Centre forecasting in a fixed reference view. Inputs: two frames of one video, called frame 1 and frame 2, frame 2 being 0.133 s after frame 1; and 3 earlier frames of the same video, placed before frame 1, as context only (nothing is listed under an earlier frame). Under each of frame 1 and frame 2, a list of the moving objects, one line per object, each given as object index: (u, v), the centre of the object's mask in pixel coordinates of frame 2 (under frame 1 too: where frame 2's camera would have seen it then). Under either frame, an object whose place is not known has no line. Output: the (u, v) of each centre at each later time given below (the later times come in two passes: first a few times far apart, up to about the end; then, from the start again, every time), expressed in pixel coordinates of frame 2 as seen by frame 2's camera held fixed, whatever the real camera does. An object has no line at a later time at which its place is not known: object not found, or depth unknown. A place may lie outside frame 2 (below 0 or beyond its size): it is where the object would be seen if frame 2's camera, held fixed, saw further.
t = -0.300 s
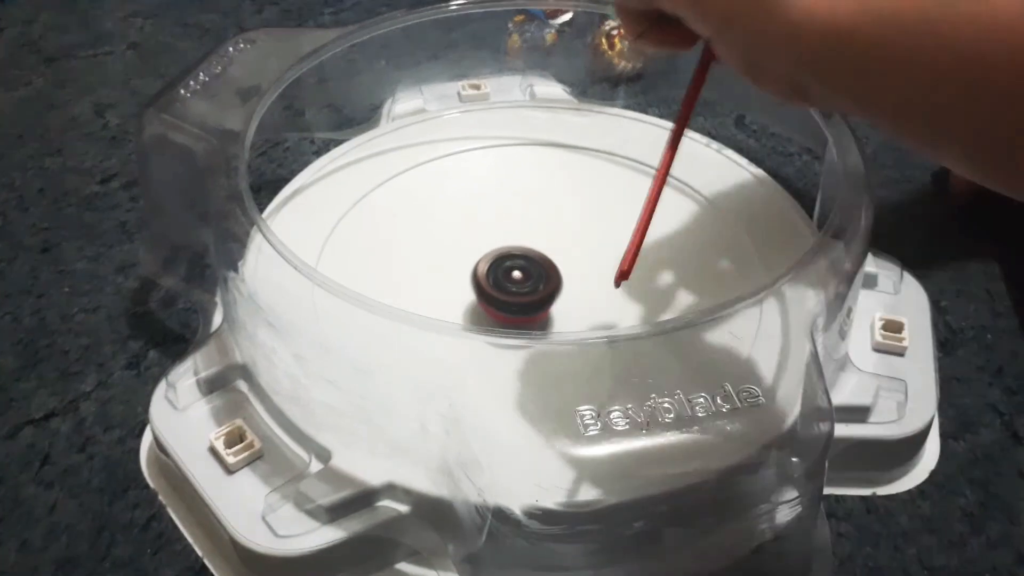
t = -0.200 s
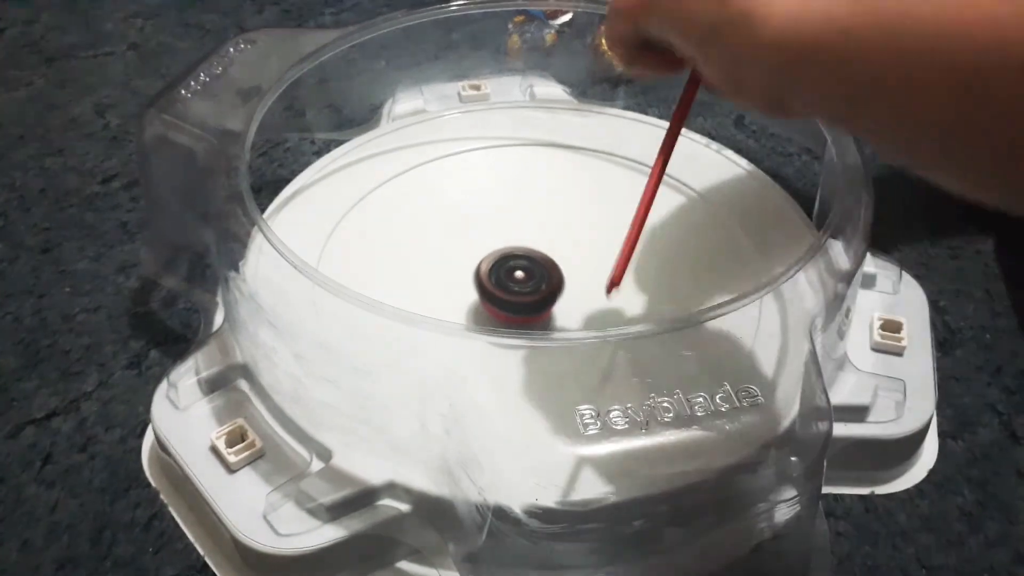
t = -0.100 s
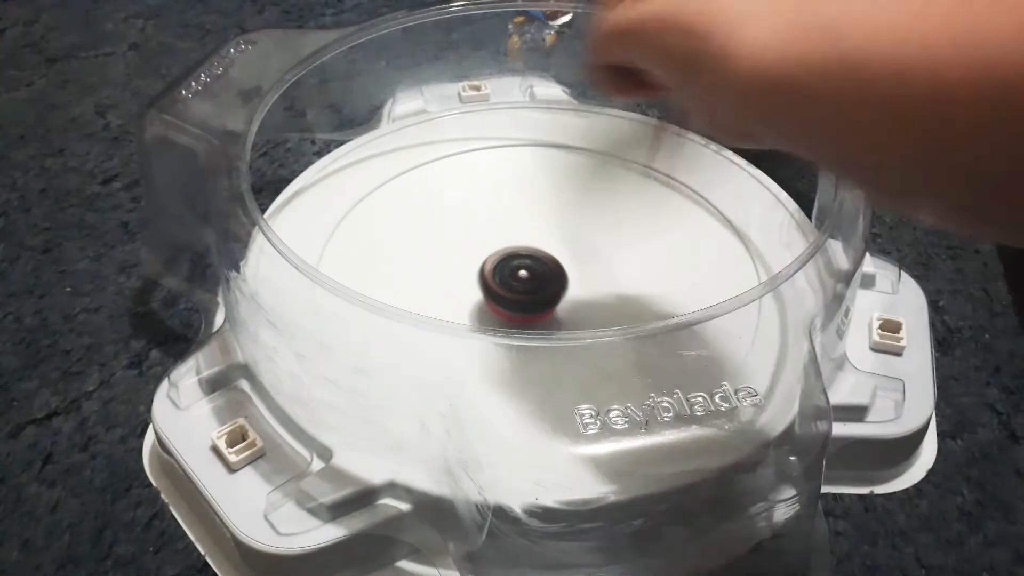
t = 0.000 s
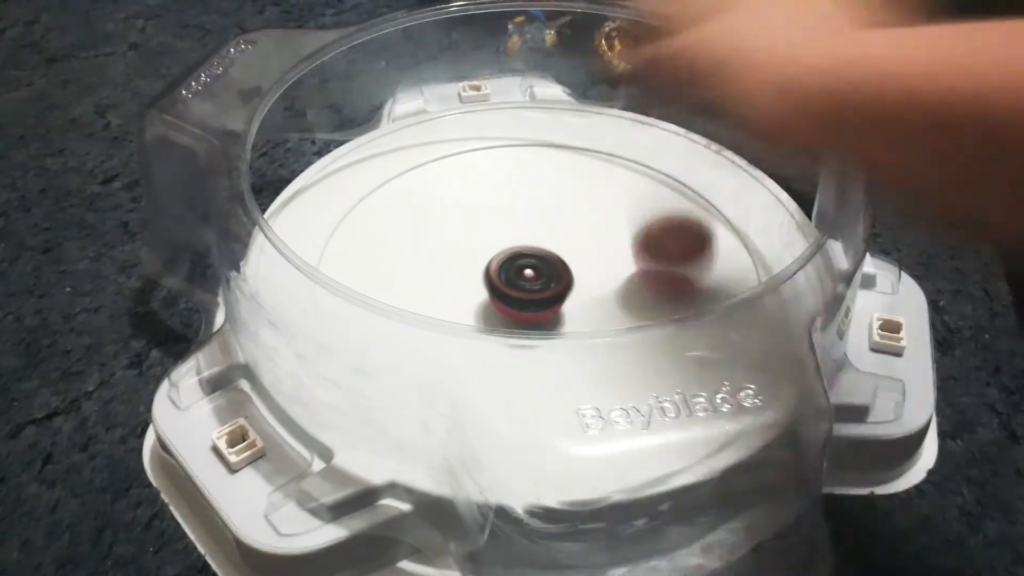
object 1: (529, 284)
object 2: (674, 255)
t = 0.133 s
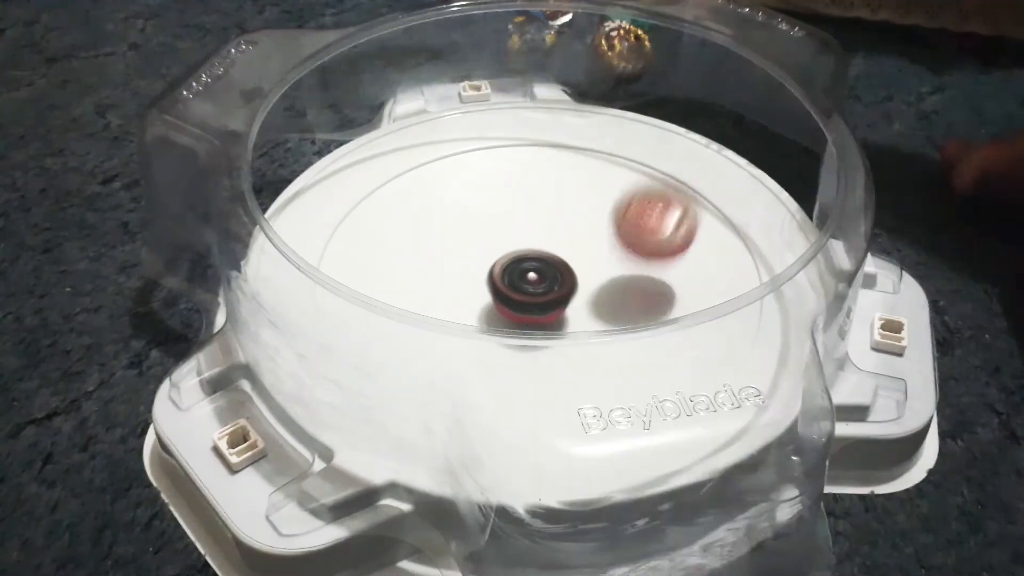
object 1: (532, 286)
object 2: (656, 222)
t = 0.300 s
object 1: (503, 282)
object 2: (619, 268)
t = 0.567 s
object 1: (502, 259)
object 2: (660, 277)
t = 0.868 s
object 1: (545, 257)
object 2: (725, 252)
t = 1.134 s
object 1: (569, 271)
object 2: (660, 252)
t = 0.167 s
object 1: (532, 287)
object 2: (644, 258)
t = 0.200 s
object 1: (532, 287)
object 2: (631, 259)
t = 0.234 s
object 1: (529, 286)
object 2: (618, 256)
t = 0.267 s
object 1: (517, 284)
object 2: (613, 268)
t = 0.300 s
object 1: (503, 282)
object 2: (619, 268)
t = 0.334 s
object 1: (494, 278)
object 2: (624, 269)
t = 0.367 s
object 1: (490, 274)
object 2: (628, 269)
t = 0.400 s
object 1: (488, 271)
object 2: (632, 270)
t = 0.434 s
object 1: (489, 267)
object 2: (637, 271)
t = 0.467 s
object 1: (492, 265)
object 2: (642, 273)
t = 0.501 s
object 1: (495, 263)
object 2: (647, 274)
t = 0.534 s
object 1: (498, 261)
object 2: (653, 275)
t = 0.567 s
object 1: (502, 259)
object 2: (660, 277)
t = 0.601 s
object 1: (506, 258)
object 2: (667, 278)
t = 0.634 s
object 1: (511, 256)
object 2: (675, 278)
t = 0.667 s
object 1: (515, 256)
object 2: (682, 276)
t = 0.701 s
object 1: (520, 255)
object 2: (690, 274)
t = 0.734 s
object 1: (525, 255)
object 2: (698, 272)
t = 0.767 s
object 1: (530, 255)
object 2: (707, 267)
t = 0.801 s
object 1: (535, 256)
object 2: (714, 263)
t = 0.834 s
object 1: (540, 256)
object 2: (719, 258)
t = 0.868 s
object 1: (545, 257)
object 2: (725, 252)
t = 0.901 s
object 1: (549, 259)
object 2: (729, 247)
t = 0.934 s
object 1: (553, 260)
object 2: (731, 241)
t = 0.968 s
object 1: (557, 262)
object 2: (729, 236)
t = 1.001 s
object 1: (560, 264)
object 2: (722, 232)
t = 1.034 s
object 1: (563, 266)
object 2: (711, 231)
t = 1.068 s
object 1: (565, 268)
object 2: (695, 234)
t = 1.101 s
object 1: (567, 270)
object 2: (676, 241)
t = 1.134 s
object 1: (569, 271)
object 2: (660, 252)
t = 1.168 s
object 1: (550, 272)
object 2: (666, 264)
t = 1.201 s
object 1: (527, 269)
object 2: (682, 273)
